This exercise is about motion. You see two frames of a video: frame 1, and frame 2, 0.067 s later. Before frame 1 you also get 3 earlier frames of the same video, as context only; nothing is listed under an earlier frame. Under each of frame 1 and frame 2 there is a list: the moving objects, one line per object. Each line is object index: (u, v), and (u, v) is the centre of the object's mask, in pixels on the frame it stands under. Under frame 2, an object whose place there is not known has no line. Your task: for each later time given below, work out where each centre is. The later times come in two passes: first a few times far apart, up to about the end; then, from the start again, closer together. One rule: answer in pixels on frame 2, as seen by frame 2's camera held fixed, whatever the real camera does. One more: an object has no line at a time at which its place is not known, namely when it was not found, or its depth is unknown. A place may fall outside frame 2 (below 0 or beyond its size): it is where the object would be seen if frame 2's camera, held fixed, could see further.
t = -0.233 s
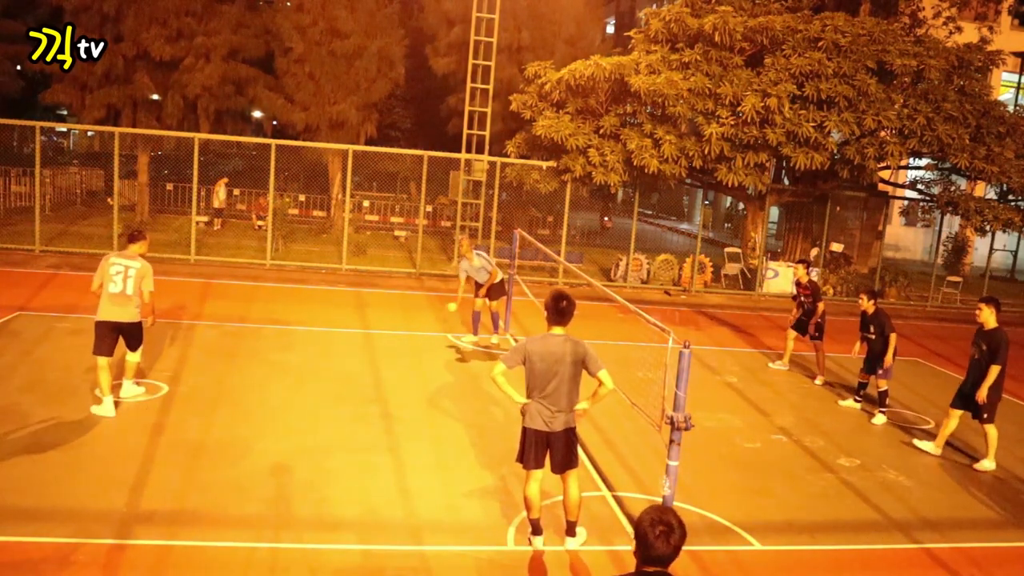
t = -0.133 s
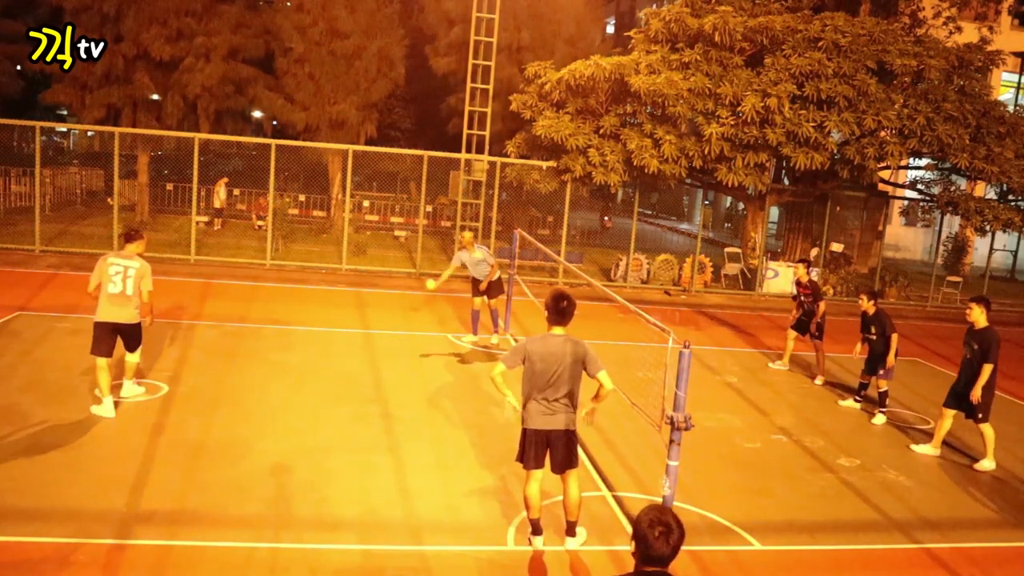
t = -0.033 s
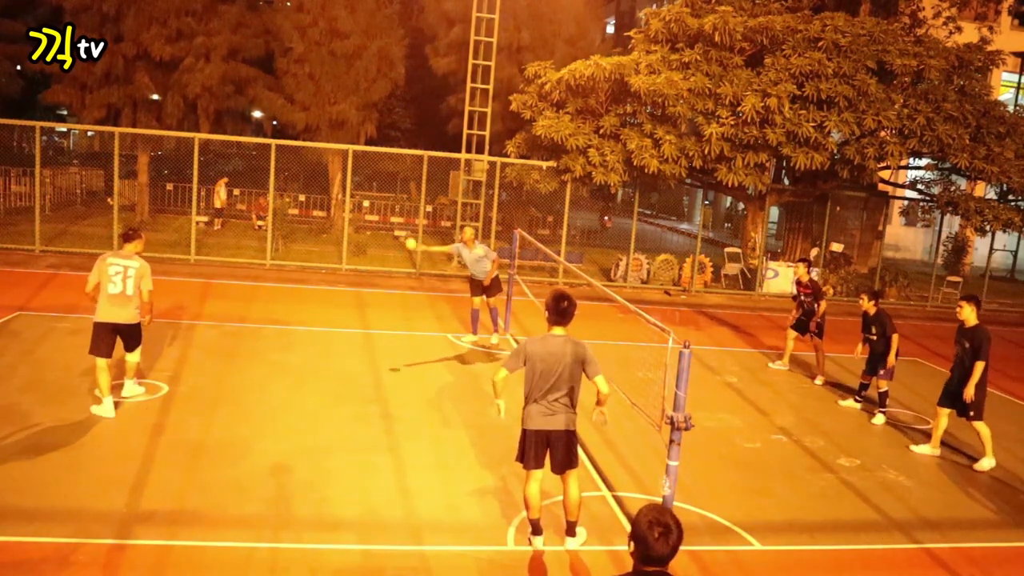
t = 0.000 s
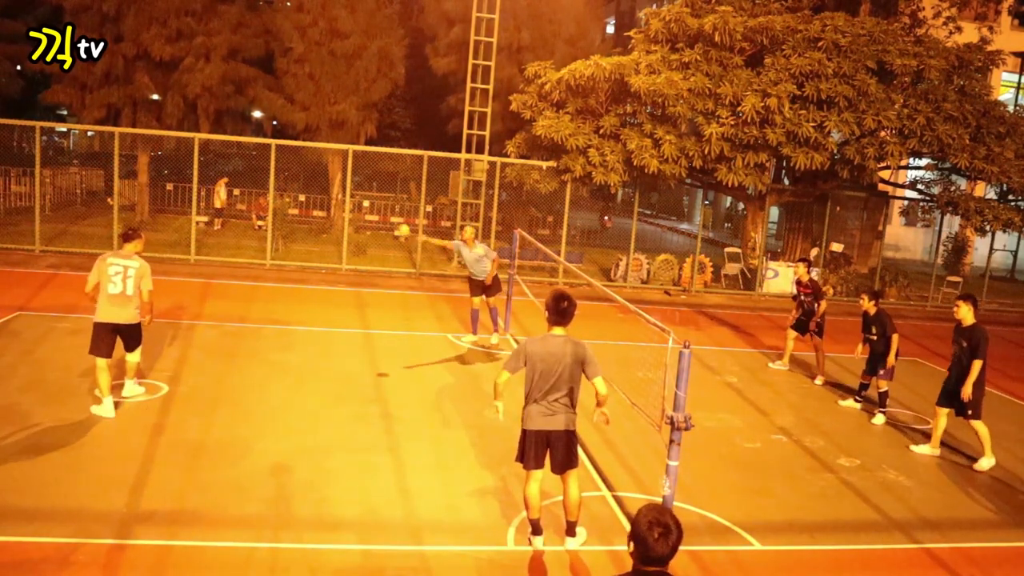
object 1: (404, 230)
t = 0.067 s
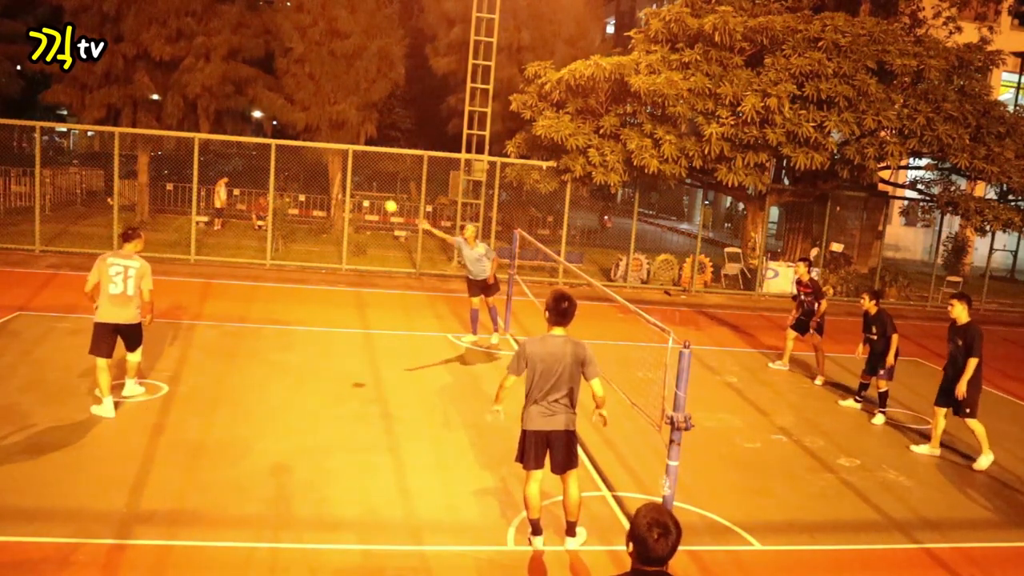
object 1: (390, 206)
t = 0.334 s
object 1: (330, 138)
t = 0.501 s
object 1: (286, 125)
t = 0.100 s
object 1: (383, 195)
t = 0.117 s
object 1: (379, 190)
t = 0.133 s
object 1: (376, 185)
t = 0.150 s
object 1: (372, 180)
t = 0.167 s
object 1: (369, 175)
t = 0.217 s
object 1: (358, 162)
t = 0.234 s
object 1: (354, 158)
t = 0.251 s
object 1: (350, 154)
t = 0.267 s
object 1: (346, 151)
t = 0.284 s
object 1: (342, 148)
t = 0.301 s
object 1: (338, 144)
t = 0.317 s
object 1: (334, 141)
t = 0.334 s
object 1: (330, 138)
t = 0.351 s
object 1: (325, 136)
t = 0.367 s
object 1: (321, 134)
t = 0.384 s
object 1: (317, 132)
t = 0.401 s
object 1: (313, 130)
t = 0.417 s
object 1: (308, 129)
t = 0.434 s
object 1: (304, 128)
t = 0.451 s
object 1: (299, 126)
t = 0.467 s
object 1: (295, 126)
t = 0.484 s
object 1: (290, 125)
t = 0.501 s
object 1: (286, 125)
